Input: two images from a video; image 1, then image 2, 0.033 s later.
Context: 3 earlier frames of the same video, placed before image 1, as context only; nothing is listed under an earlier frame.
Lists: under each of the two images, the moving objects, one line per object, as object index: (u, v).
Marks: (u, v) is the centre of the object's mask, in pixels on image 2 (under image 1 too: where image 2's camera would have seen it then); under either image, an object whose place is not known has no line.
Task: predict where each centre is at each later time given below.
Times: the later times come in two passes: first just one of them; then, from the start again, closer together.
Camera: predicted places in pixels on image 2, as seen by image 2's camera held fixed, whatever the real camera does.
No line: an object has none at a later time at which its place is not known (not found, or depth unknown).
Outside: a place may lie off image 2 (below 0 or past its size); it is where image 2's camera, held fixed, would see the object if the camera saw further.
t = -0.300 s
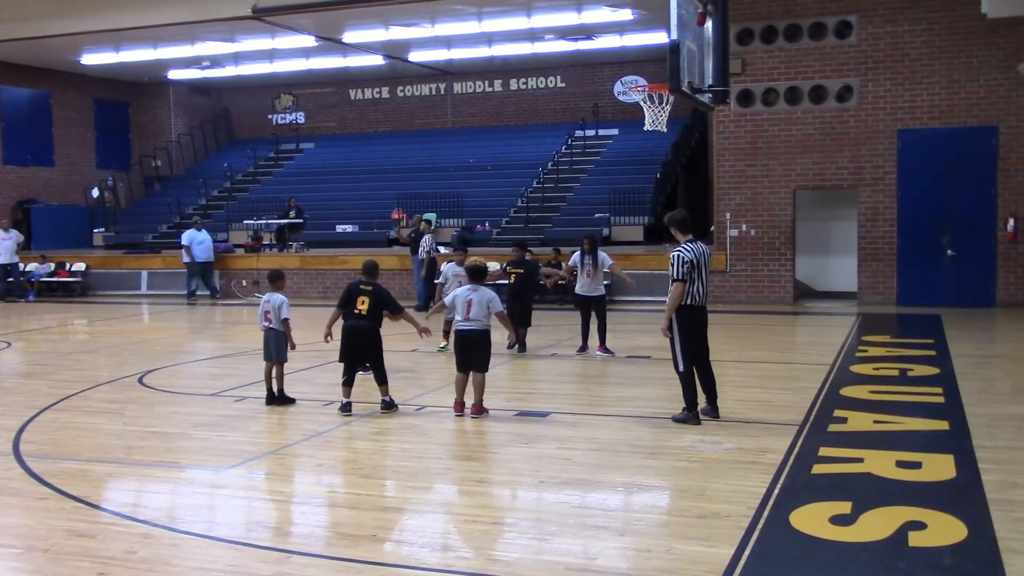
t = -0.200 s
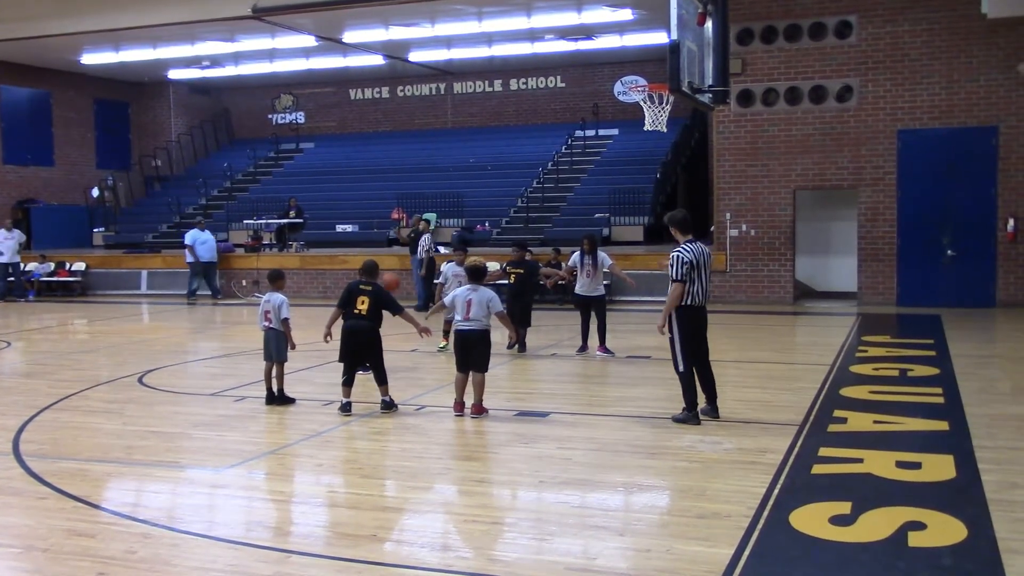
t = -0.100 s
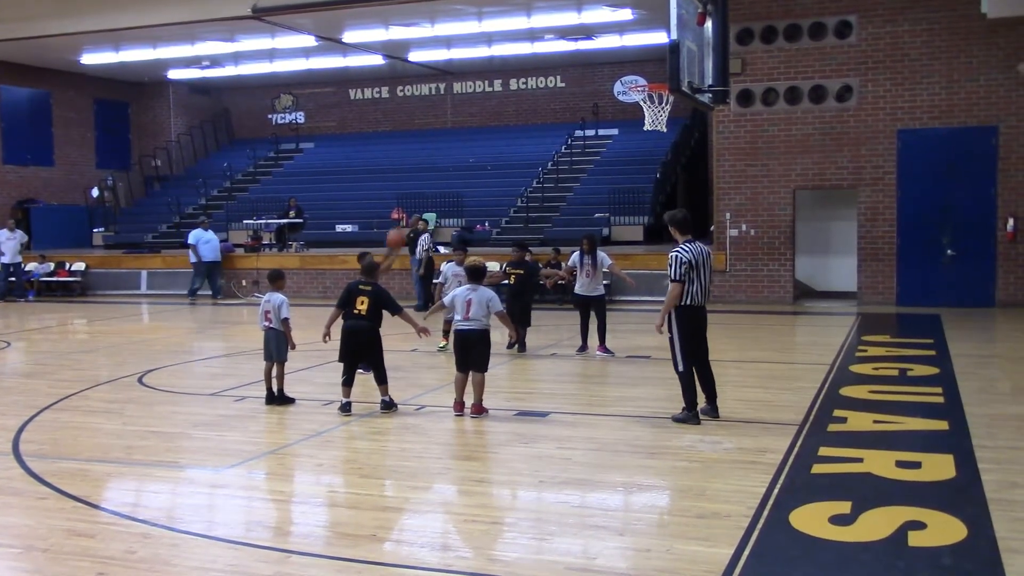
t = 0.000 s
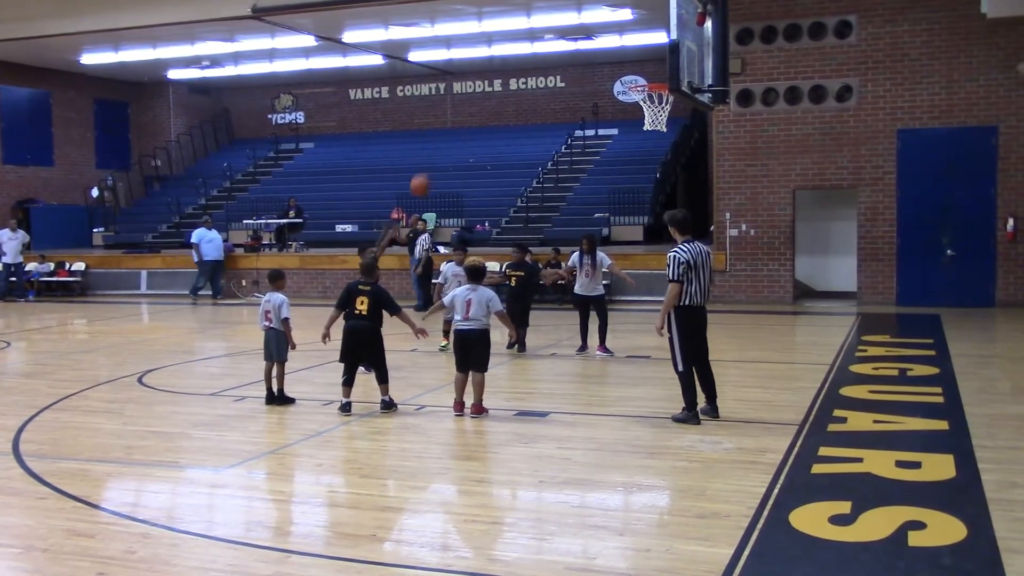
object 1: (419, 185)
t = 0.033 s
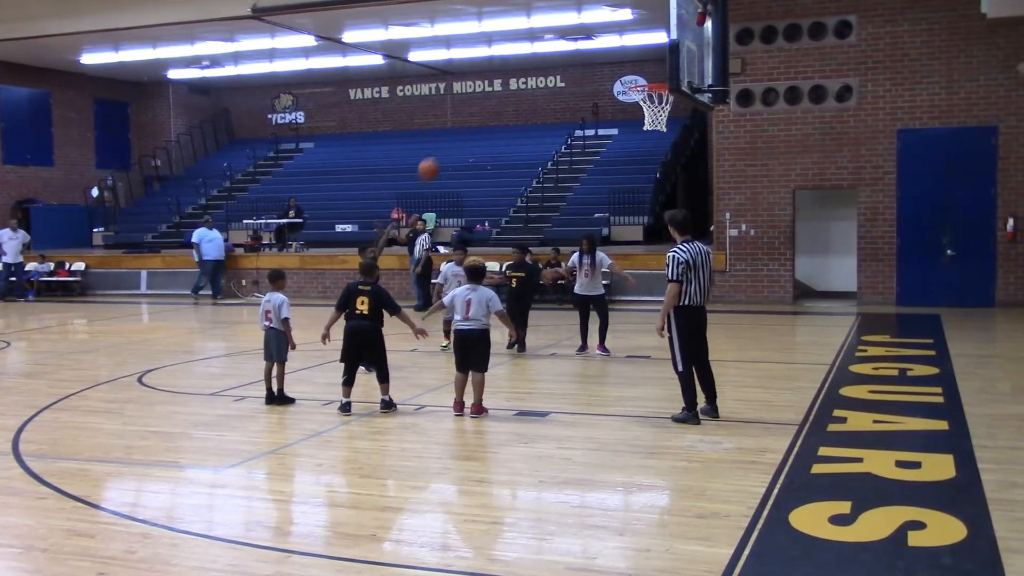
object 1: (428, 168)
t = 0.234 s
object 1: (478, 89)
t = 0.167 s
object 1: (461, 111)
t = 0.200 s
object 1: (469, 101)
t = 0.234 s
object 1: (478, 89)
